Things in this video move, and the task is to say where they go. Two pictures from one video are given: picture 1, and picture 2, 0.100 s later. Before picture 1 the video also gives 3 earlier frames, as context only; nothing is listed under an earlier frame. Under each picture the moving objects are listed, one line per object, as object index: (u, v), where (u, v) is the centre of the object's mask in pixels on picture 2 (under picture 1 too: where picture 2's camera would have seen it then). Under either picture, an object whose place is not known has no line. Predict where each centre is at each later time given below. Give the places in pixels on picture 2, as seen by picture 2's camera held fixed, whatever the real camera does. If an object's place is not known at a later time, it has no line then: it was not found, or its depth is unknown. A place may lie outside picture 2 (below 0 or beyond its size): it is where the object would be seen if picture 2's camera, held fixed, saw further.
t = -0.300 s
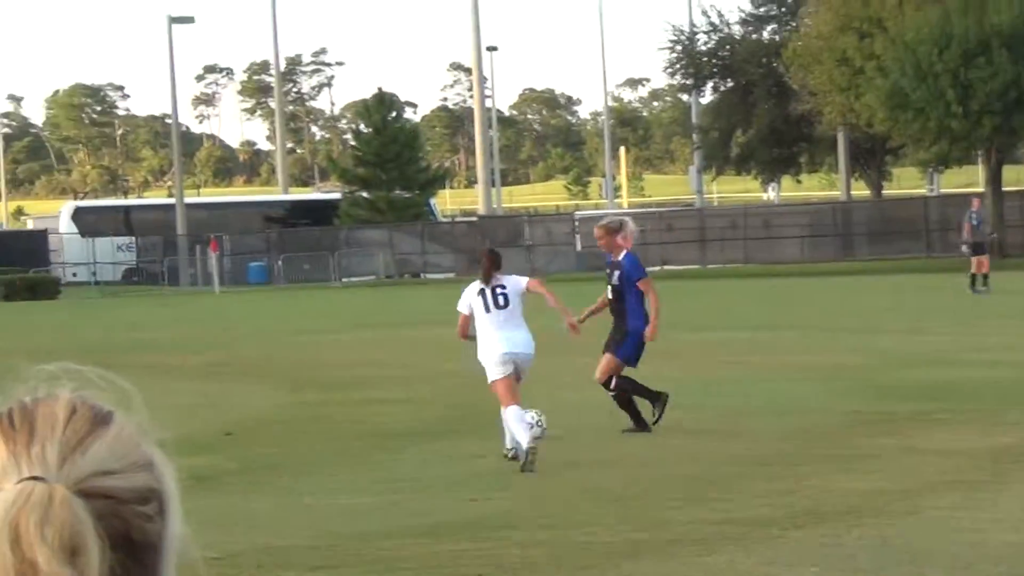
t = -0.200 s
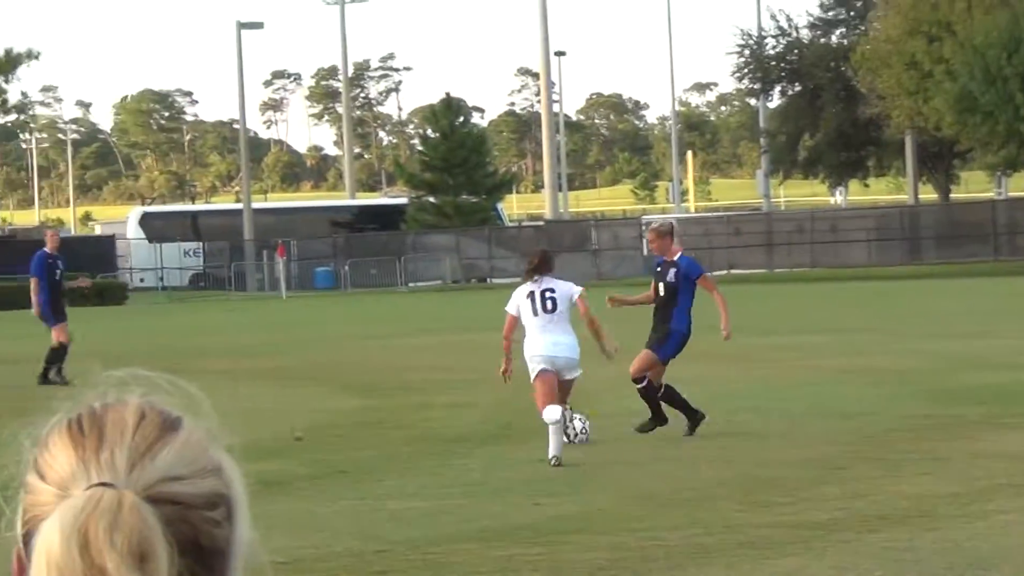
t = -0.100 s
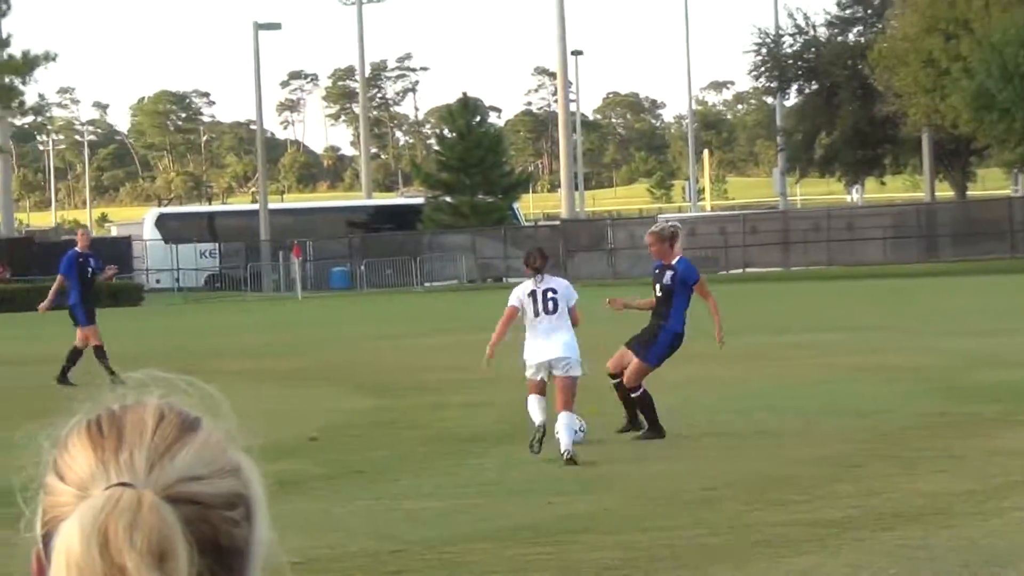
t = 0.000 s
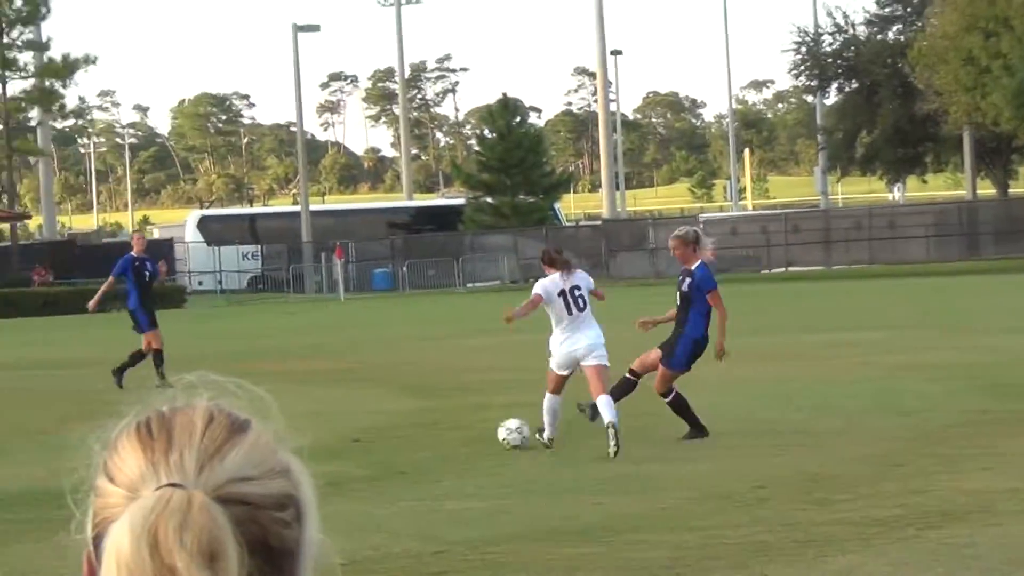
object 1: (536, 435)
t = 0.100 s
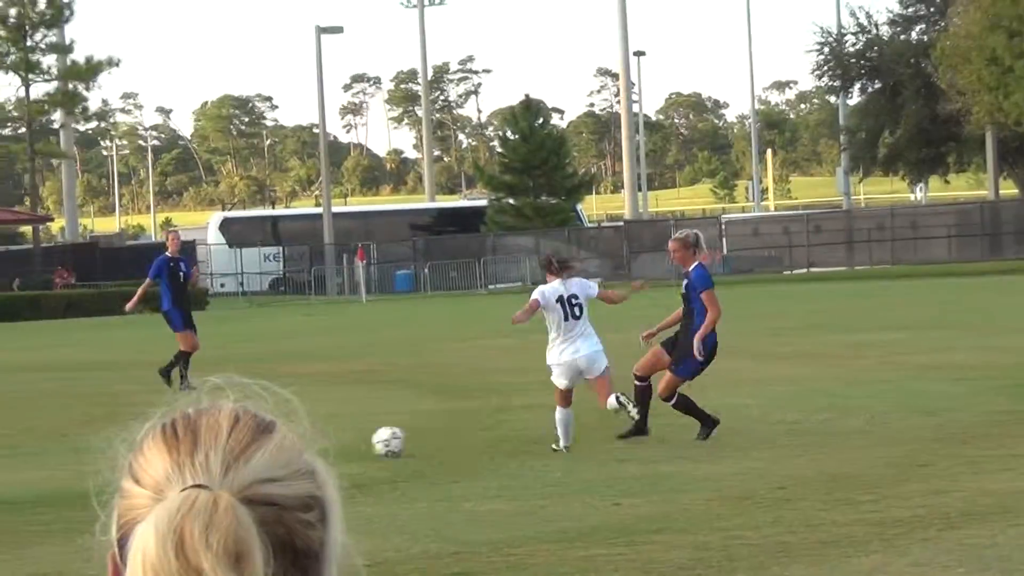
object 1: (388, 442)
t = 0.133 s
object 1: (341, 444)
